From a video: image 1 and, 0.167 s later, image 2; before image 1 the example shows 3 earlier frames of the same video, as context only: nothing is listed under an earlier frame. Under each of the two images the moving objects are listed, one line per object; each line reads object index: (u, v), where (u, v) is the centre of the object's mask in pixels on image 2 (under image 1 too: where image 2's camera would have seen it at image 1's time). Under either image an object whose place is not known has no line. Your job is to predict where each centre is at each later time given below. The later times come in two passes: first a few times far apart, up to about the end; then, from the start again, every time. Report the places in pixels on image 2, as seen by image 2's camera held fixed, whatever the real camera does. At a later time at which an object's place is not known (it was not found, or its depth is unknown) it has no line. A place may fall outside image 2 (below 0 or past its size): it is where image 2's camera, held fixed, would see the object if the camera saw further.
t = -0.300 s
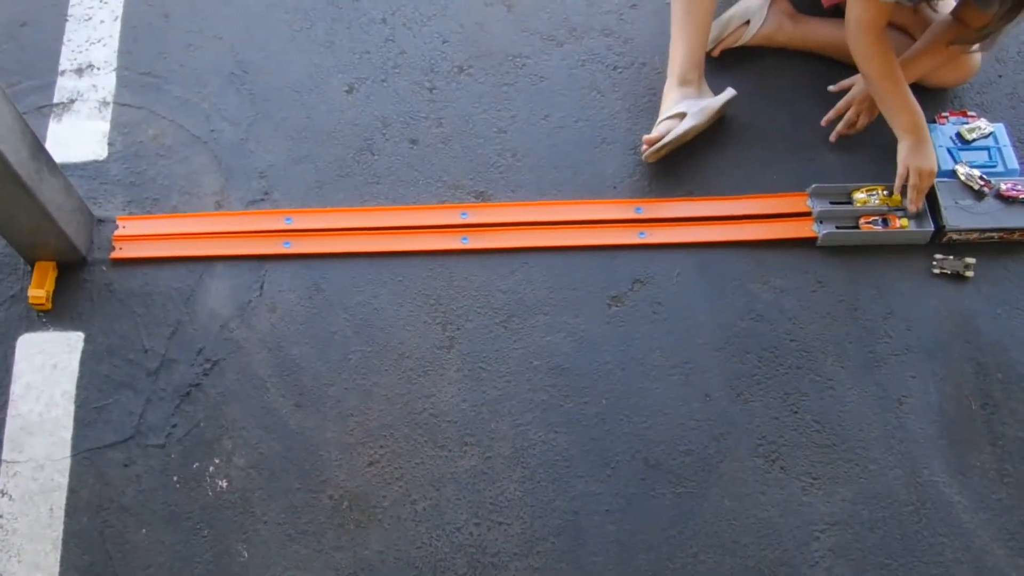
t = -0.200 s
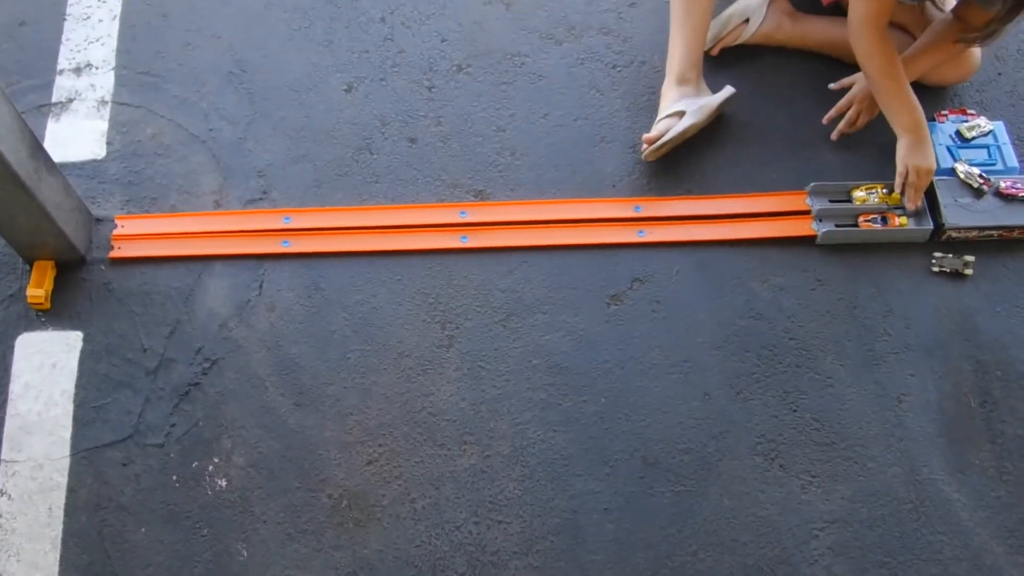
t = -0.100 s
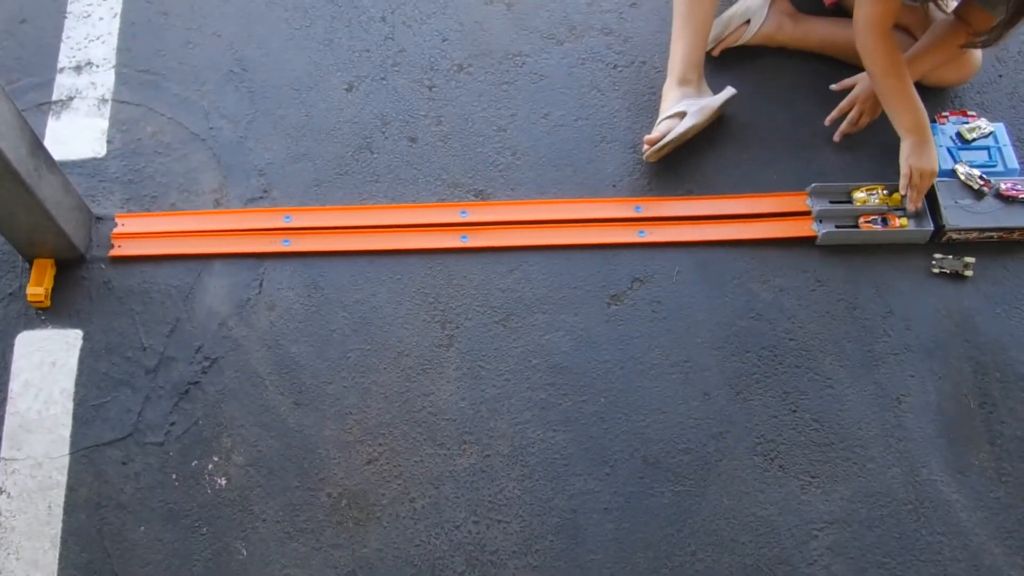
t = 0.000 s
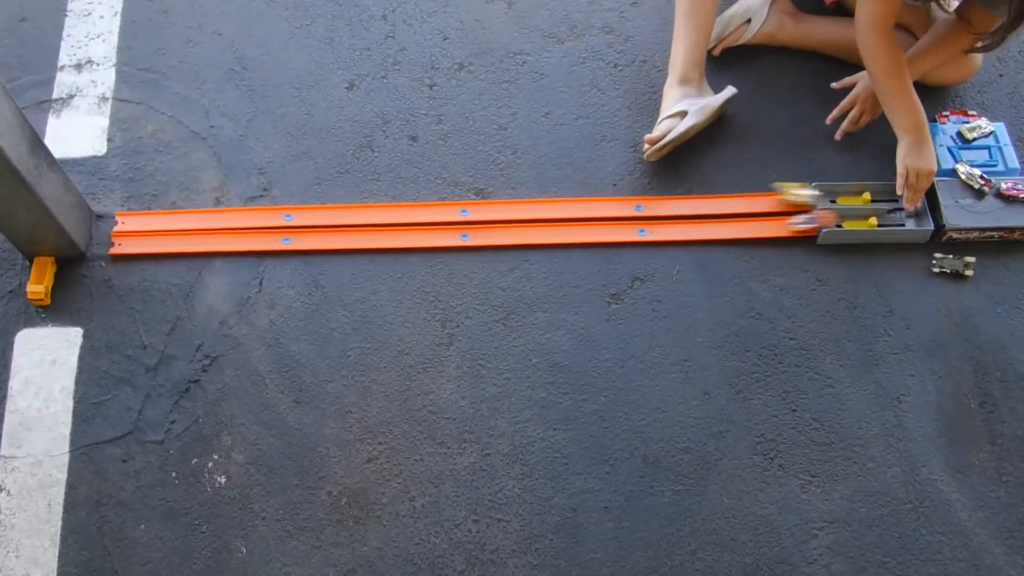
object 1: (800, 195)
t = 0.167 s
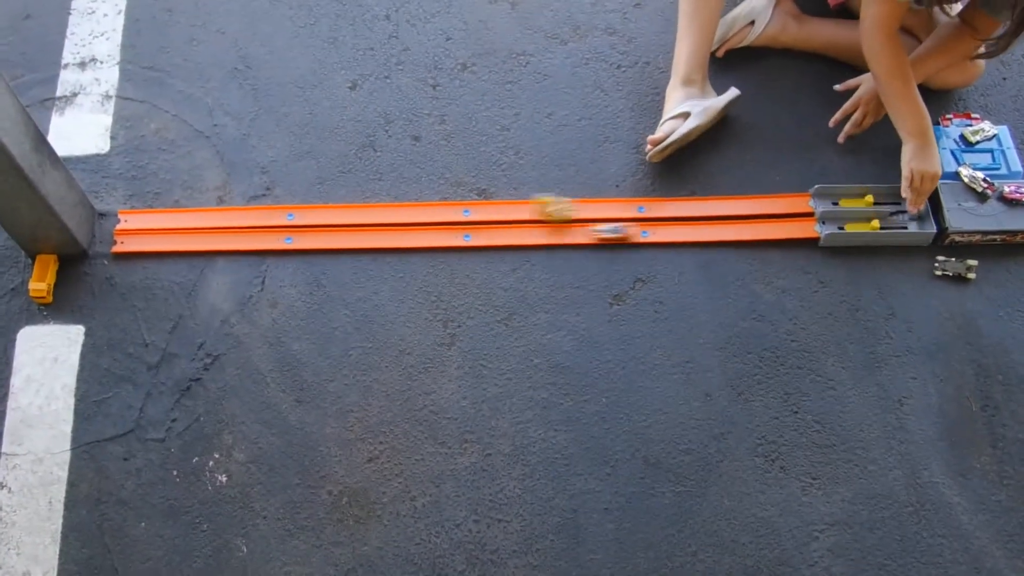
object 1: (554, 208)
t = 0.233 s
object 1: (458, 213)
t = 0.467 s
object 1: (153, 222)
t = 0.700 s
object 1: (90, 239)
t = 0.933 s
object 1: (80, 287)
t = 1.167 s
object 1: (88, 287)
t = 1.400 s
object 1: (88, 287)
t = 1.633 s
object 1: (88, 287)
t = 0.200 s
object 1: (504, 210)
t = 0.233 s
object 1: (458, 213)
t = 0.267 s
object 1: (411, 214)
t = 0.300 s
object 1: (365, 216)
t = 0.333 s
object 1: (318, 216)
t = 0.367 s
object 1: (274, 218)
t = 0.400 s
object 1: (232, 219)
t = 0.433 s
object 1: (191, 221)
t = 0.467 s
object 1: (153, 222)
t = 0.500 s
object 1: (112, 222)
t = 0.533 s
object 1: (103, 225)
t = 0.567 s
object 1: (107, 228)
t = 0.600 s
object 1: (112, 231)
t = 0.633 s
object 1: (104, 231)
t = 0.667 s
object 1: (96, 234)
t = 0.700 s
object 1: (90, 239)
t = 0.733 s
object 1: (85, 246)
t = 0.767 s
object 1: (84, 259)
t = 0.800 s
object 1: (82, 271)
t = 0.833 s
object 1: (79, 271)
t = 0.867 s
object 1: (79, 275)
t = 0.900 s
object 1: (79, 283)
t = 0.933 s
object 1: (80, 287)
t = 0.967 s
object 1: (82, 286)
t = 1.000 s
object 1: (85, 288)
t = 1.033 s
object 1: (86, 287)
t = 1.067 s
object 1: (87, 287)
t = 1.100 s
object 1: (88, 287)
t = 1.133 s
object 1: (88, 287)
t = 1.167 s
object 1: (88, 287)
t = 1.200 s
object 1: (88, 287)
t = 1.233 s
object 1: (88, 287)
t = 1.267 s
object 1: (88, 287)
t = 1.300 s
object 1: (88, 287)
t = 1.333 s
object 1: (88, 287)
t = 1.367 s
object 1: (88, 287)
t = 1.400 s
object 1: (88, 287)
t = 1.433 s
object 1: (88, 287)
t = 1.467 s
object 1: (88, 287)
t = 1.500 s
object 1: (88, 287)
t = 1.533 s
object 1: (88, 287)
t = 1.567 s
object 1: (88, 287)
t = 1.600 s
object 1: (88, 287)
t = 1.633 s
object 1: (88, 287)
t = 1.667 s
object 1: (88, 288)
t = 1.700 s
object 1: (88, 287)
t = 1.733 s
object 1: (88, 287)
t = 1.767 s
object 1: (89, 287)
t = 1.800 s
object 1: (90, 287)
